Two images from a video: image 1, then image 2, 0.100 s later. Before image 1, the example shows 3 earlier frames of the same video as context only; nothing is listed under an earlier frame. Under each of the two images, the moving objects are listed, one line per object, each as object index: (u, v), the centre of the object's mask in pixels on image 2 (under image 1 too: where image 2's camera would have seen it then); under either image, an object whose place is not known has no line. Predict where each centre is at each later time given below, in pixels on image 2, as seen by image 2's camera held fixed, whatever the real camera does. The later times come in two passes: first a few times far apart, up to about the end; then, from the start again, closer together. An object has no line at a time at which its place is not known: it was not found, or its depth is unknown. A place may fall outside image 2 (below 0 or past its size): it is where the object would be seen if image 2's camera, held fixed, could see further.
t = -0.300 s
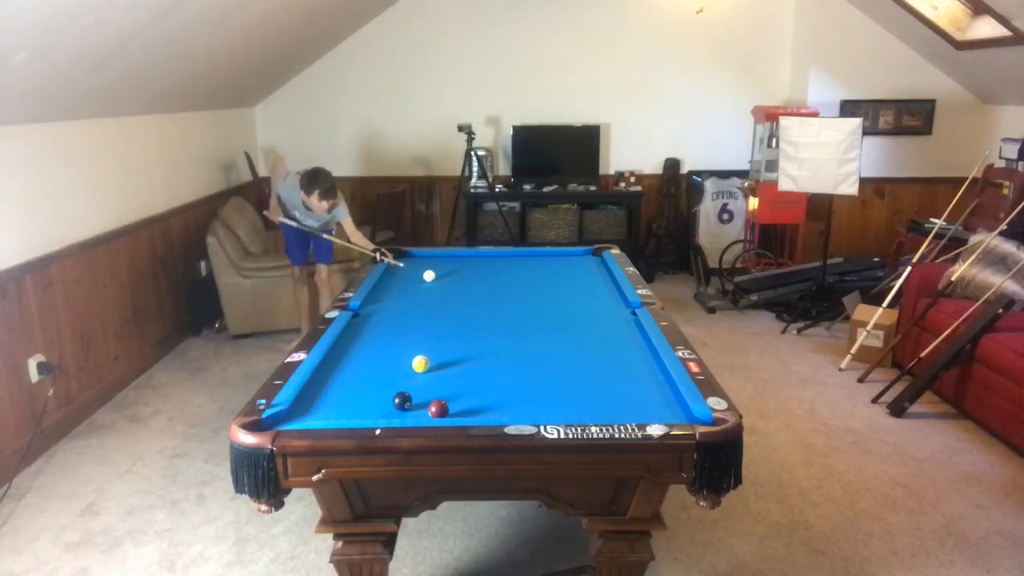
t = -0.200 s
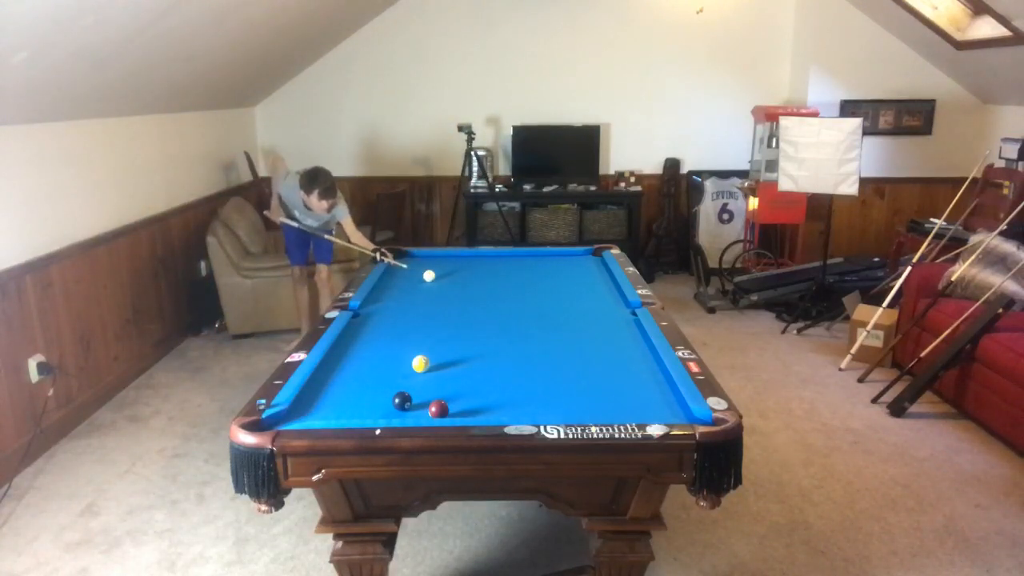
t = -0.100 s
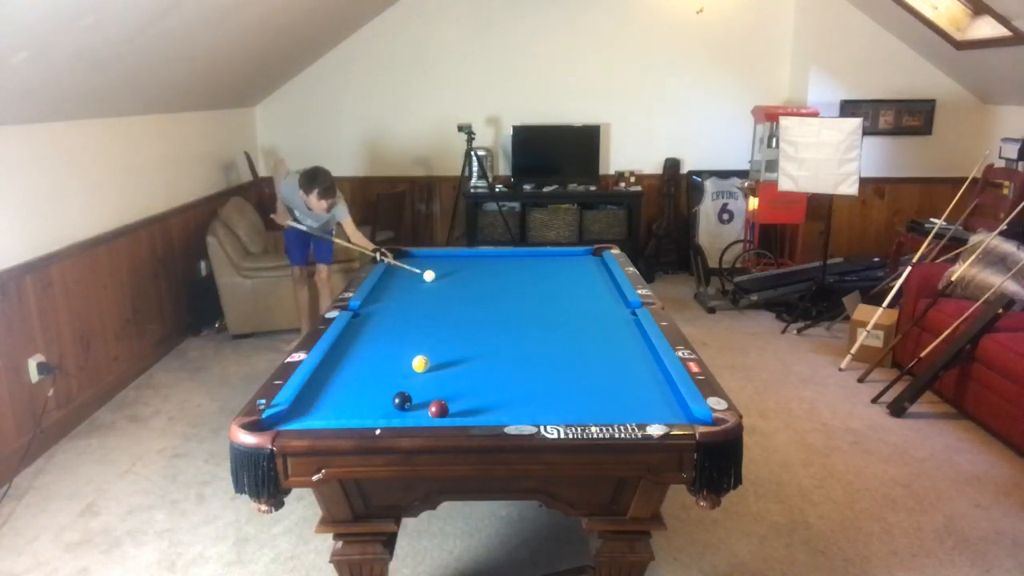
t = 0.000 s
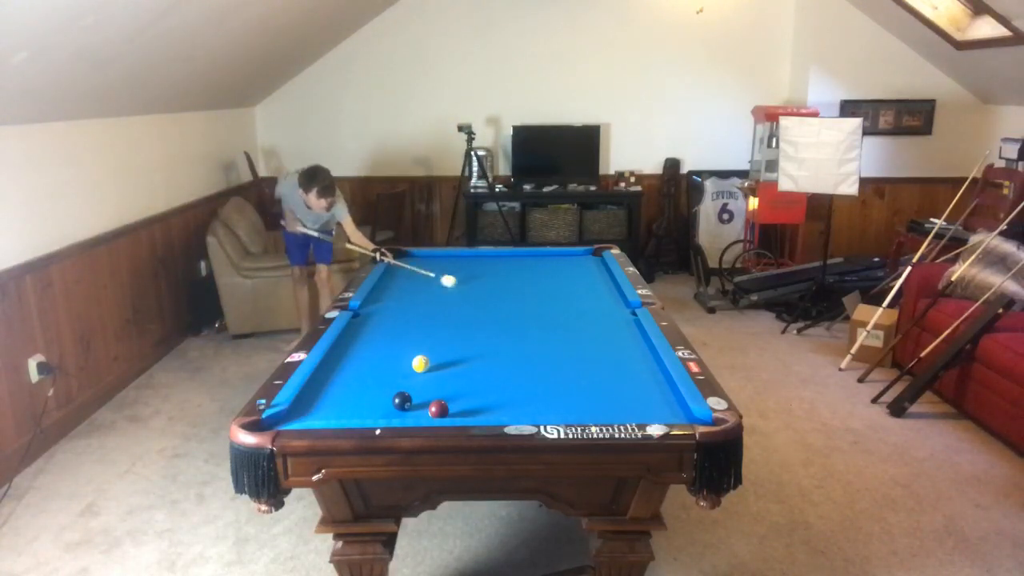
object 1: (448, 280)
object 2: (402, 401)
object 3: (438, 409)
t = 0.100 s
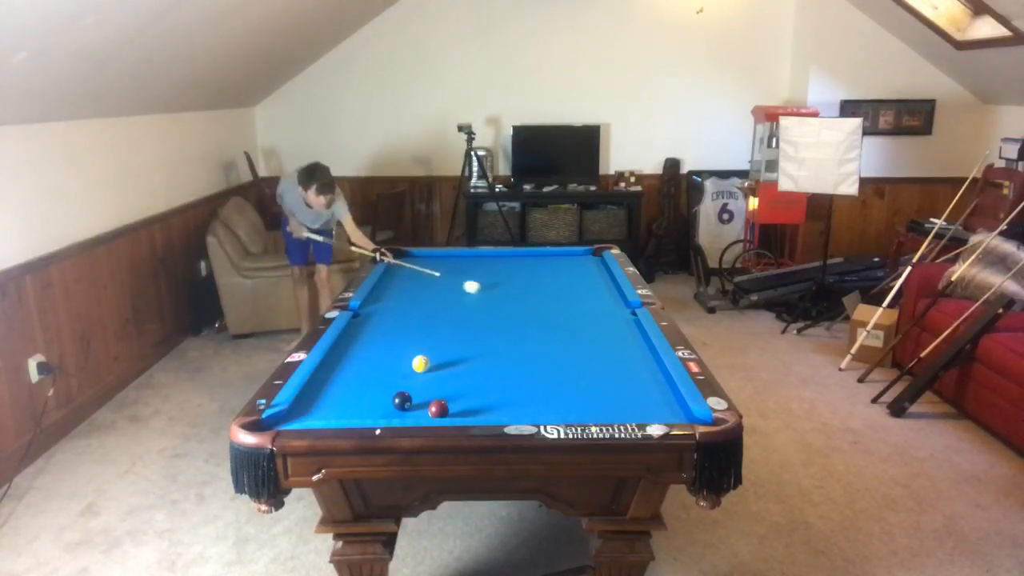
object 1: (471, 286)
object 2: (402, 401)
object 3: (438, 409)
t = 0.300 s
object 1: (520, 299)
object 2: (402, 401)
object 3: (438, 409)
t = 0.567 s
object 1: (595, 319)
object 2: (402, 401)
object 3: (438, 409)
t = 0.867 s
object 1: (612, 342)
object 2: (402, 401)
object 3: (438, 409)
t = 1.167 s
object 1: (569, 365)
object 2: (402, 401)
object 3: (438, 409)
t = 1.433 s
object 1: (525, 389)
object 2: (402, 401)
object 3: (438, 409)
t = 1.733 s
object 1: (467, 412)
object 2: (402, 401)
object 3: (438, 409)
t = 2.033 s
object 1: (454, 401)
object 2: (399, 396)
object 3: (404, 408)
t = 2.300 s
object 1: (450, 391)
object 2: (393, 394)
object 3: (377, 411)
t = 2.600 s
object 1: (445, 381)
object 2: (387, 390)
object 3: (350, 413)
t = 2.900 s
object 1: (442, 373)
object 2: (382, 387)
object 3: (325, 415)
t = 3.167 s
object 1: (439, 367)
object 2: (378, 384)
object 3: (309, 415)
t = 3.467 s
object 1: (439, 360)
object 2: (374, 382)
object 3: (293, 415)
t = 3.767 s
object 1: (440, 355)
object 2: (372, 381)
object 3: (284, 416)
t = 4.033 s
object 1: (441, 351)
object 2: (370, 380)
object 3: (283, 417)
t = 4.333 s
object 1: (443, 347)
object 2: (370, 380)
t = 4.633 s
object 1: (444, 344)
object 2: (370, 380)
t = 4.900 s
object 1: (446, 342)
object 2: (370, 380)
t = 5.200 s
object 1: (446, 339)
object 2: (370, 380)
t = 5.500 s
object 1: (447, 338)
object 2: (370, 380)
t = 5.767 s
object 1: (448, 338)
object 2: (370, 380)
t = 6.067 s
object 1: (448, 338)
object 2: (370, 380)
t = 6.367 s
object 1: (448, 338)
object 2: (370, 380)
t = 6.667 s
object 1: (447, 338)
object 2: (370, 380)
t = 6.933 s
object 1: (448, 338)
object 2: (370, 380)
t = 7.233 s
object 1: (448, 338)
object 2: (370, 379)
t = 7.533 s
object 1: (448, 338)
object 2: (370, 380)
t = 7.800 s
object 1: (448, 338)
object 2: (370, 380)
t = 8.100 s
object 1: (448, 338)
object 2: (370, 380)
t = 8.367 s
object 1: (448, 338)
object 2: (370, 380)
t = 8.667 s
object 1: (448, 338)
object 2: (370, 380)
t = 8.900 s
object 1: (448, 338)
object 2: (370, 380)
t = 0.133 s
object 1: (479, 288)
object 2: (402, 401)
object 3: (438, 409)
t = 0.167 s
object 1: (487, 291)
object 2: (402, 401)
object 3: (438, 409)
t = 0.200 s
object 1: (495, 293)
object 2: (402, 401)
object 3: (438, 409)
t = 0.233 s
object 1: (503, 295)
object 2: (402, 401)
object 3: (438, 409)
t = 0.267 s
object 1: (511, 297)
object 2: (402, 401)
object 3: (438, 409)
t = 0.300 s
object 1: (520, 299)
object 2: (402, 401)
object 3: (438, 409)
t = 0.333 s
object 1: (529, 302)
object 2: (402, 401)
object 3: (438, 409)
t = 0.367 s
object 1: (538, 304)
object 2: (402, 401)
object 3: (438, 409)
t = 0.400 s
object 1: (547, 306)
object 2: (402, 401)
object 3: (438, 409)
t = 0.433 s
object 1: (556, 309)
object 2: (402, 401)
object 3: (438, 409)
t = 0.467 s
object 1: (565, 311)
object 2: (402, 401)
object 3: (438, 409)
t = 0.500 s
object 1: (575, 314)
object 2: (402, 401)
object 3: (438, 409)
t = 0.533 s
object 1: (585, 317)
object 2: (402, 401)
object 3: (438, 409)
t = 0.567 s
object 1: (595, 319)
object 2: (402, 401)
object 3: (438, 409)
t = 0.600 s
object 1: (605, 322)
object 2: (402, 401)
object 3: (438, 409)
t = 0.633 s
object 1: (616, 325)
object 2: (402, 401)
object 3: (438, 409)
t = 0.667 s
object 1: (626, 328)
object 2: (402, 401)
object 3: (438, 409)
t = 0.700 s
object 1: (636, 331)
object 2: (402, 401)
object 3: (438, 409)
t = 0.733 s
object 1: (632, 333)
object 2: (402, 401)
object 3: (438, 409)
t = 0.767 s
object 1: (626, 335)
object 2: (402, 401)
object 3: (438, 409)
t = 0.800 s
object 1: (621, 338)
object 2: (402, 401)
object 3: (438, 409)
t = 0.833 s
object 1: (617, 340)
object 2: (402, 401)
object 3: (438, 409)
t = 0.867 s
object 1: (612, 342)
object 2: (402, 401)
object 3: (438, 409)
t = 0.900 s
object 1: (608, 345)
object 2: (402, 401)
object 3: (438, 409)
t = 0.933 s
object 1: (603, 347)
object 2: (402, 401)
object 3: (438, 409)
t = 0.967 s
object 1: (599, 350)
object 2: (402, 401)
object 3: (438, 409)
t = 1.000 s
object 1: (594, 352)
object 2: (402, 401)
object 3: (438, 409)
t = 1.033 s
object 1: (589, 355)
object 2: (402, 401)
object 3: (438, 409)
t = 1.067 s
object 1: (584, 358)
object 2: (402, 401)
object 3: (438, 409)
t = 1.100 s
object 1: (579, 360)
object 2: (402, 401)
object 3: (438, 409)
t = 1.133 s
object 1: (574, 363)
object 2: (402, 401)
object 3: (438, 409)
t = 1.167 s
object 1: (569, 365)
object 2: (402, 401)
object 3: (438, 409)
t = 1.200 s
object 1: (564, 368)
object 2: (402, 401)
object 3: (438, 409)
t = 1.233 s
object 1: (559, 371)
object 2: (402, 401)
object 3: (438, 409)
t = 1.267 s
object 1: (554, 374)
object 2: (402, 401)
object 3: (438, 409)
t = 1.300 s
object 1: (548, 377)
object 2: (402, 401)
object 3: (438, 409)
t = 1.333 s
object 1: (543, 380)
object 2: (402, 401)
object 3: (438, 409)
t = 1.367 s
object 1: (537, 383)
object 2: (402, 401)
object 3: (438, 409)
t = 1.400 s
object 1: (531, 386)
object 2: (402, 401)
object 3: (438, 409)
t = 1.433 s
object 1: (525, 389)
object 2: (402, 401)
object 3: (438, 409)
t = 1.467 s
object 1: (520, 392)
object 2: (402, 401)
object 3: (438, 409)
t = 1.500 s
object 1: (513, 395)
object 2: (402, 401)
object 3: (438, 409)
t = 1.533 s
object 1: (507, 398)
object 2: (402, 401)
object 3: (438, 409)
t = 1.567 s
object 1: (501, 401)
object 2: (402, 401)
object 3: (438, 409)
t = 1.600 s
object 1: (494, 405)
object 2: (402, 401)
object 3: (438, 409)
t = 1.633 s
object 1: (488, 408)
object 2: (402, 401)
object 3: (438, 409)
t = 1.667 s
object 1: (481, 410)
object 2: (402, 401)
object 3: (438, 409)
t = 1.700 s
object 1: (475, 412)
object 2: (402, 401)
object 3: (438, 409)
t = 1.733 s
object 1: (467, 412)
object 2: (402, 401)
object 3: (438, 409)
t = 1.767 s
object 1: (461, 411)
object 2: (402, 401)
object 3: (438, 409)
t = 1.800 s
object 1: (457, 410)
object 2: (402, 401)
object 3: (437, 409)
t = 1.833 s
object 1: (457, 409)
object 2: (402, 401)
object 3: (430, 409)
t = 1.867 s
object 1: (457, 408)
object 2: (402, 401)
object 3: (425, 409)
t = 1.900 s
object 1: (456, 406)
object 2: (402, 401)
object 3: (420, 408)
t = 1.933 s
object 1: (455, 405)
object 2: (401, 400)
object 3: (415, 409)
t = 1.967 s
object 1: (455, 404)
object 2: (400, 399)
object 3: (411, 408)
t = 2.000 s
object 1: (454, 402)
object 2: (399, 398)
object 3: (407, 408)
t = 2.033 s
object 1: (454, 401)
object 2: (399, 396)
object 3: (404, 408)
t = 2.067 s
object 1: (453, 400)
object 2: (399, 395)
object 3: (400, 408)
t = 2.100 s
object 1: (452, 399)
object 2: (398, 396)
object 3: (396, 409)
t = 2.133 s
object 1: (452, 397)
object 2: (398, 396)
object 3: (392, 410)
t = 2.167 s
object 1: (452, 396)
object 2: (397, 396)
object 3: (390, 410)
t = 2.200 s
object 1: (451, 395)
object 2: (396, 396)
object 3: (387, 410)
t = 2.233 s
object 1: (451, 393)
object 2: (395, 396)
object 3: (384, 410)
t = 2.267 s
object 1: (450, 392)
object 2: (394, 395)
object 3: (381, 411)
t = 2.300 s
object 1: (450, 391)
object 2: (393, 394)
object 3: (377, 411)
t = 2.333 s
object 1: (449, 390)
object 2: (393, 394)
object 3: (374, 411)
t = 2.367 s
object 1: (448, 389)
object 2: (392, 393)
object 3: (371, 412)
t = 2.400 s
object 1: (448, 388)
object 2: (391, 393)
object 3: (368, 412)
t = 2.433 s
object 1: (448, 387)
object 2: (390, 393)
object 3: (365, 412)
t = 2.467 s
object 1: (447, 386)
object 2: (390, 392)
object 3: (362, 412)
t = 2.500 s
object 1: (447, 384)
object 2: (389, 392)
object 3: (359, 413)
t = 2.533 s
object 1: (446, 383)
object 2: (388, 392)
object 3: (356, 413)
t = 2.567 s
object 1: (446, 382)
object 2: (388, 391)
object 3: (353, 413)
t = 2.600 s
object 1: (445, 381)
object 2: (387, 390)
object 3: (350, 413)
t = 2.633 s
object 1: (445, 380)
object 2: (386, 390)
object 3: (347, 414)
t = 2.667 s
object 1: (444, 380)
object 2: (386, 390)
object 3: (344, 414)
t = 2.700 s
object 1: (444, 379)
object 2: (385, 389)
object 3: (342, 414)
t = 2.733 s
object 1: (444, 378)
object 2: (384, 389)
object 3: (339, 414)
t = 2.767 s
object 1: (443, 377)
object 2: (384, 388)
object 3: (336, 414)
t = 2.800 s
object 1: (443, 376)
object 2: (383, 388)
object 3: (333, 414)
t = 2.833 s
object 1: (443, 375)
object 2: (383, 387)
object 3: (330, 415)
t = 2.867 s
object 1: (442, 374)
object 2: (382, 387)
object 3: (328, 415)
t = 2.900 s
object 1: (442, 373)
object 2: (382, 387)
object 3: (325, 415)
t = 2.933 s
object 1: (441, 372)
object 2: (381, 387)
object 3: (323, 415)
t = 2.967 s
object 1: (441, 371)
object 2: (381, 386)
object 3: (321, 415)
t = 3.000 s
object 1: (441, 370)
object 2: (380, 386)
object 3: (319, 415)
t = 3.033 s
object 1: (440, 370)
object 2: (380, 385)
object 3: (317, 415)
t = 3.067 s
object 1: (440, 369)
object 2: (379, 385)
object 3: (315, 414)
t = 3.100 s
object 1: (440, 368)
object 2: (379, 385)
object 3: (313, 414)
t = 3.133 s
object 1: (439, 367)
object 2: (379, 385)
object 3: (311, 414)
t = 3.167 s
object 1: (439, 367)
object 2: (378, 384)
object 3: (309, 415)
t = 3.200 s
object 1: (438, 366)
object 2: (378, 384)
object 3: (307, 415)
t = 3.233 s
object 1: (438, 365)
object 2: (377, 384)
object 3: (305, 415)
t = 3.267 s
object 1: (438, 364)
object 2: (377, 384)
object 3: (303, 415)
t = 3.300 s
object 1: (438, 364)
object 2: (376, 383)
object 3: (301, 415)
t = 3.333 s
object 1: (438, 363)
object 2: (376, 383)
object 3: (300, 415)
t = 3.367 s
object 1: (438, 362)
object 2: (376, 383)
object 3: (298, 415)
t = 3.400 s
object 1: (438, 362)
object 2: (375, 382)
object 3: (296, 415)
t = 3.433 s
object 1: (439, 360)
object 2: (375, 382)
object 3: (295, 415)
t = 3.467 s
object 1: (439, 360)
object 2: (374, 382)
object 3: (293, 415)
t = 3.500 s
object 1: (439, 359)
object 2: (374, 382)
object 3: (292, 415)
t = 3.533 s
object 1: (439, 359)
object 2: (374, 382)
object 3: (290, 416)
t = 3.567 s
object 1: (440, 358)
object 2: (374, 381)
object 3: (289, 416)
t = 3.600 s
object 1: (440, 357)
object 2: (373, 381)
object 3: (287, 416)
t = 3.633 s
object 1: (440, 357)
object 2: (373, 381)
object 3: (286, 416)
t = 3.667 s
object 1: (440, 356)
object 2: (373, 381)
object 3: (285, 416)
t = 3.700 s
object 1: (440, 356)
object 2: (373, 381)
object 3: (284, 416)
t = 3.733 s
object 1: (440, 355)
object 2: (372, 381)
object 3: (284, 416)
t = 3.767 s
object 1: (440, 355)
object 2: (372, 381)
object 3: (284, 416)
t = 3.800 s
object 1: (440, 354)
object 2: (372, 380)
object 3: (284, 416)
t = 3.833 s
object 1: (440, 354)
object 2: (371, 380)
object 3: (284, 416)
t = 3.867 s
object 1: (441, 353)
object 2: (371, 380)
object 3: (283, 417)
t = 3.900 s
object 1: (441, 353)
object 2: (371, 380)
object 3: (283, 417)
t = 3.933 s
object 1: (441, 352)
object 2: (371, 380)
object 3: (283, 417)
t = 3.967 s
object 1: (441, 352)
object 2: (371, 380)
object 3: (283, 417)
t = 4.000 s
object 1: (441, 351)
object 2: (371, 380)
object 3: (283, 417)
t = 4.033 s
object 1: (441, 351)
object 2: (370, 380)
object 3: (283, 417)
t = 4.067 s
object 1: (442, 350)
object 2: (370, 380)
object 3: (282, 417)
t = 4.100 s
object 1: (442, 350)
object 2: (370, 380)
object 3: (282, 418)
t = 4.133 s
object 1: (442, 350)
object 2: (370, 380)
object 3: (282, 418)
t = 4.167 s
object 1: (442, 349)
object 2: (370, 380)
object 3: (281, 418)
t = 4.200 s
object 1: (443, 349)
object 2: (370, 380)
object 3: (279, 419)
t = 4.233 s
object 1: (443, 348)
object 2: (370, 380)
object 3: (277, 420)
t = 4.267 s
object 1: (443, 348)
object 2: (370, 380)
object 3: (275, 422)
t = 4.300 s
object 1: (443, 347)
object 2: (370, 380)
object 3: (273, 426)
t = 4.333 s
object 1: (443, 347)
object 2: (370, 380)
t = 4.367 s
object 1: (443, 346)
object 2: (370, 380)
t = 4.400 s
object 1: (443, 346)
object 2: (370, 380)
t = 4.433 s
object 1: (444, 346)
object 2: (370, 380)
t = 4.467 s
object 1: (444, 345)
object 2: (370, 380)
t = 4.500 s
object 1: (444, 345)
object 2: (370, 380)
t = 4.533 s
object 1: (444, 345)
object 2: (370, 380)
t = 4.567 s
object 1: (444, 344)
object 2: (370, 380)
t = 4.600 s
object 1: (444, 344)
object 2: (370, 380)
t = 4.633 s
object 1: (444, 344)
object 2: (370, 380)
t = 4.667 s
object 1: (445, 343)
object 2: (370, 380)
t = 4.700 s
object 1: (445, 343)
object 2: (370, 380)
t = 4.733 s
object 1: (445, 343)
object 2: (370, 380)
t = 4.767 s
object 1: (445, 342)
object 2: (370, 380)
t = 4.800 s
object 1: (445, 342)
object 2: (370, 380)
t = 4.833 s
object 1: (445, 342)
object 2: (370, 380)
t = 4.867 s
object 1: (445, 342)
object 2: (370, 380)
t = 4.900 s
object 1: (446, 342)
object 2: (370, 380)
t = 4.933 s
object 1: (446, 341)
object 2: (370, 380)
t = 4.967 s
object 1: (446, 341)
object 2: (370, 380)
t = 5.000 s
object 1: (446, 341)
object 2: (370, 380)
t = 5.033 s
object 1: (446, 341)
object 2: (370, 380)
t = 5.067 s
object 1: (446, 340)
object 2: (370, 380)
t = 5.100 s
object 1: (446, 340)
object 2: (370, 380)
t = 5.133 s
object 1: (446, 340)
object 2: (370, 380)
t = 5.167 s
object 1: (446, 340)
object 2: (370, 380)
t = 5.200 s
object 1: (446, 339)
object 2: (370, 380)
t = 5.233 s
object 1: (447, 339)
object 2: (370, 380)
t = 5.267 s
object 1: (447, 339)
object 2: (370, 380)
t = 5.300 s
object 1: (447, 339)
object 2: (370, 380)
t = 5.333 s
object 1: (447, 339)
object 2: (370, 380)
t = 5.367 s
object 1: (447, 339)
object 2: (370, 380)
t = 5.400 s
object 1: (447, 339)
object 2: (370, 380)
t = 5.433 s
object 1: (447, 338)
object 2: (370, 380)
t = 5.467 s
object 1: (447, 338)
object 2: (370, 380)
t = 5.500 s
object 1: (447, 338)
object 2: (370, 380)
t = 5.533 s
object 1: (447, 338)
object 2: (370, 380)
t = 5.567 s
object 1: (447, 338)
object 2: (370, 380)
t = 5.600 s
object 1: (447, 338)
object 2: (370, 380)
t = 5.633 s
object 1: (448, 338)
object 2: (370, 380)
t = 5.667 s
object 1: (448, 338)
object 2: (370, 380)
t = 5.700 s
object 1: (448, 338)
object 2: (370, 380)
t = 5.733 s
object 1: (448, 338)
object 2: (370, 380)
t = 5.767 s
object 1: (448, 338)
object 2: (370, 380)
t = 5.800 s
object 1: (448, 338)
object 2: (370, 380)
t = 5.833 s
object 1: (448, 338)
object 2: (370, 380)
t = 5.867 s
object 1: (448, 338)
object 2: (370, 380)
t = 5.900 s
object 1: (448, 338)
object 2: (370, 380)
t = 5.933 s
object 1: (448, 338)
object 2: (370, 380)
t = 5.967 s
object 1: (447, 338)
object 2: (370, 380)
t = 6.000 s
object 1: (448, 338)
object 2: (370, 380)
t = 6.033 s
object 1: (448, 338)
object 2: (370, 380)
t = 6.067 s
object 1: (448, 338)
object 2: (370, 380)
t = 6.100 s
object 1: (448, 338)
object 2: (370, 380)
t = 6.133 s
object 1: (448, 338)
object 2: (370, 380)
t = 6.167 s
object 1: (448, 338)
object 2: (370, 380)
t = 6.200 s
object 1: (448, 338)
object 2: (370, 380)
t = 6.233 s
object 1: (448, 338)
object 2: (370, 380)
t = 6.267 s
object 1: (448, 338)
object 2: (370, 380)
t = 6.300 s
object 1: (448, 338)
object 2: (370, 380)
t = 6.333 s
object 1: (448, 338)
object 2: (370, 380)
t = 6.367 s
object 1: (448, 338)
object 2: (370, 380)
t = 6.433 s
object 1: (448, 338)
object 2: (370, 380)
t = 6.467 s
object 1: (448, 338)
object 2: (370, 380)
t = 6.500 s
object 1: (448, 338)
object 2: (370, 380)
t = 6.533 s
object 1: (448, 338)
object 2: (370, 380)
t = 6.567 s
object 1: (448, 338)
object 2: (370, 380)
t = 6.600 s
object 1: (447, 338)
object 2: (370, 380)
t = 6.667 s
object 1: (447, 338)
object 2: (370, 380)
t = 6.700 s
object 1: (448, 338)
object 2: (370, 380)
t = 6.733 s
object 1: (447, 338)
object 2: (370, 380)
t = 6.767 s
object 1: (448, 338)
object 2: (370, 380)
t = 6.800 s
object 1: (448, 338)
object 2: (370, 380)
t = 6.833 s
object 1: (448, 338)
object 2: (370, 380)
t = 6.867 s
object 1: (448, 338)
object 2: (370, 380)
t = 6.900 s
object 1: (448, 338)
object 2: (370, 380)
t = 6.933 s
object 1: (448, 338)
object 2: (370, 380)
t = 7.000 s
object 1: (448, 338)
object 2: (370, 380)
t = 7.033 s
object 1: (448, 338)
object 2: (370, 380)
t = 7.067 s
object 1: (448, 338)
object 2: (370, 380)
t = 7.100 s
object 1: (448, 338)
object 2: (370, 380)
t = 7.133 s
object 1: (448, 338)
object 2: (370, 380)
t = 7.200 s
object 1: (448, 338)
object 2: (370, 380)
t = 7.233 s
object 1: (448, 338)
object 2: (370, 379)
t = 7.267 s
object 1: (448, 338)
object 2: (370, 380)
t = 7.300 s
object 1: (448, 338)
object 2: (370, 380)
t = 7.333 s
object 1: (448, 338)
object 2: (370, 380)
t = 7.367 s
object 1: (448, 338)
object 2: (370, 380)
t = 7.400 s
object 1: (448, 338)
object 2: (370, 380)
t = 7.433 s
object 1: (448, 338)
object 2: (370, 380)
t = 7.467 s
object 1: (448, 338)
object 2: (370, 380)
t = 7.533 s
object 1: (448, 338)
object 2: (370, 380)
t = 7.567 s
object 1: (448, 338)
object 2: (370, 380)
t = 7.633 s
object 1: (448, 338)
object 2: (370, 380)
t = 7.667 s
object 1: (448, 338)
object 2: (370, 380)
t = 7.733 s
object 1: (448, 338)
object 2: (370, 380)
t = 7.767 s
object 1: (448, 338)
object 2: (370, 380)
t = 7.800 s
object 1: (448, 338)
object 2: (370, 380)
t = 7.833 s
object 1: (448, 338)
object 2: (370, 380)
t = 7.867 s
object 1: (448, 338)
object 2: (370, 380)
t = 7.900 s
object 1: (448, 338)
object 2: (370, 380)
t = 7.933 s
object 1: (448, 338)
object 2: (370, 380)
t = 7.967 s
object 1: (448, 338)
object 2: (370, 380)
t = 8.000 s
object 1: (448, 338)
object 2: (370, 380)
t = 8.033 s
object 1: (448, 338)
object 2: (370, 380)
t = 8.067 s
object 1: (448, 338)
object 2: (370, 380)
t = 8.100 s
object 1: (448, 338)
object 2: (370, 380)
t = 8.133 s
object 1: (448, 338)
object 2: (370, 380)
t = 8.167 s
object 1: (448, 338)
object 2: (370, 380)
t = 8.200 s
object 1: (448, 338)
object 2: (370, 380)
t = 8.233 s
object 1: (448, 338)
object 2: (370, 380)
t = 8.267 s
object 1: (448, 338)
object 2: (370, 380)
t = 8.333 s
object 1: (448, 338)
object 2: (370, 380)
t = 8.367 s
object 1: (448, 338)
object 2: (370, 380)
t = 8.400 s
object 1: (448, 338)
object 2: (370, 380)
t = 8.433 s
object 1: (448, 338)
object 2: (370, 380)
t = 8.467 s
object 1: (448, 338)
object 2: (370, 380)
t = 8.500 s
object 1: (448, 338)
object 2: (370, 380)
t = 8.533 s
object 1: (448, 338)
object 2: (370, 380)
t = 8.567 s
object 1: (448, 338)
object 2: (370, 380)
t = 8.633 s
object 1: (448, 338)
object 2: (370, 380)
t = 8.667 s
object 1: (448, 338)
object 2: (370, 380)
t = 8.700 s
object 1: (447, 338)
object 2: (370, 380)
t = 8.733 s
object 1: (448, 338)
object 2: (370, 380)
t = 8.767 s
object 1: (448, 338)
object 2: (370, 380)
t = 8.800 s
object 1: (448, 338)
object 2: (370, 380)
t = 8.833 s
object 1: (448, 338)
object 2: (370, 380)
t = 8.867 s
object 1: (448, 338)
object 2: (370, 380)
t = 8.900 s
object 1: (448, 338)
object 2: (370, 380)
